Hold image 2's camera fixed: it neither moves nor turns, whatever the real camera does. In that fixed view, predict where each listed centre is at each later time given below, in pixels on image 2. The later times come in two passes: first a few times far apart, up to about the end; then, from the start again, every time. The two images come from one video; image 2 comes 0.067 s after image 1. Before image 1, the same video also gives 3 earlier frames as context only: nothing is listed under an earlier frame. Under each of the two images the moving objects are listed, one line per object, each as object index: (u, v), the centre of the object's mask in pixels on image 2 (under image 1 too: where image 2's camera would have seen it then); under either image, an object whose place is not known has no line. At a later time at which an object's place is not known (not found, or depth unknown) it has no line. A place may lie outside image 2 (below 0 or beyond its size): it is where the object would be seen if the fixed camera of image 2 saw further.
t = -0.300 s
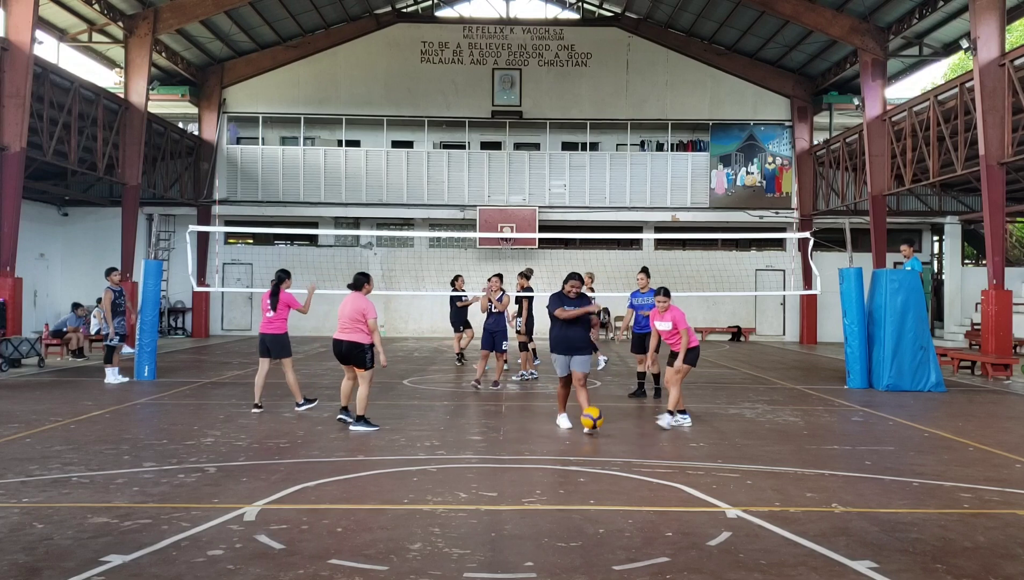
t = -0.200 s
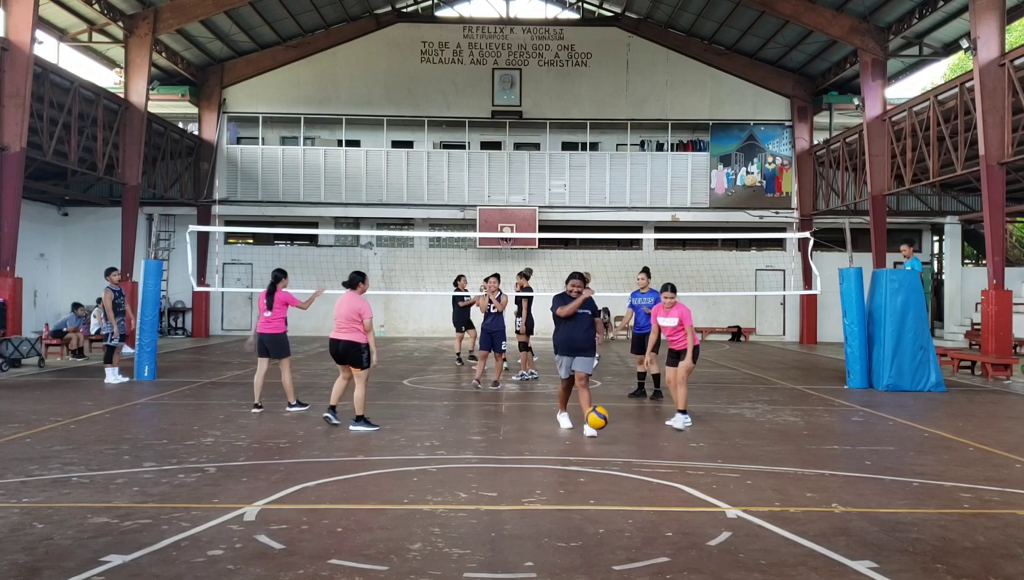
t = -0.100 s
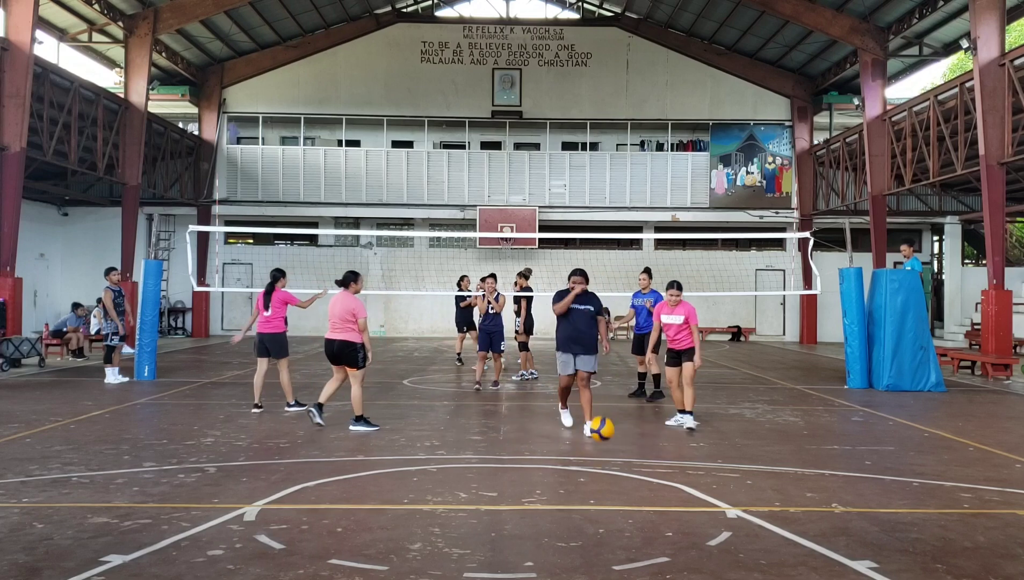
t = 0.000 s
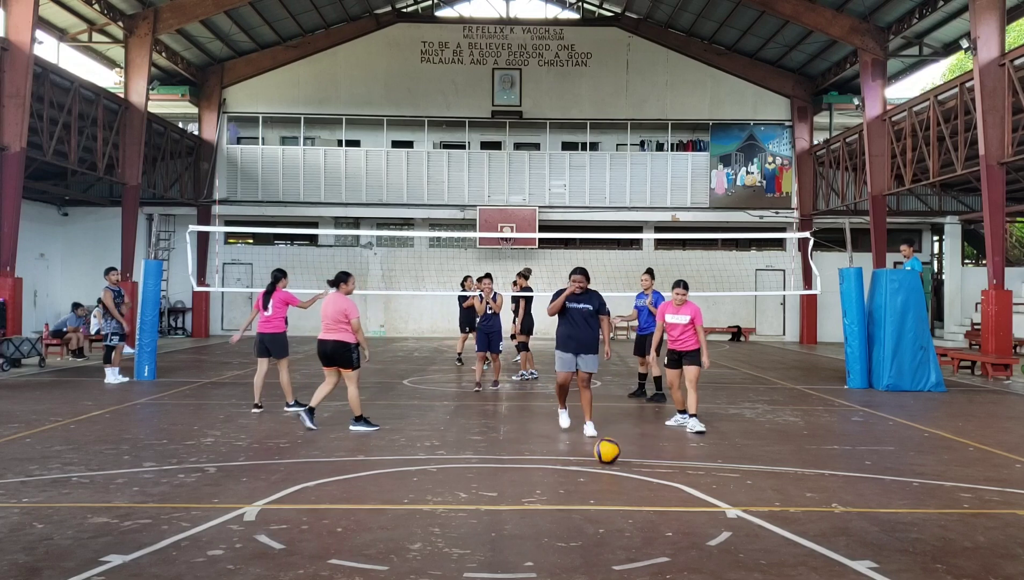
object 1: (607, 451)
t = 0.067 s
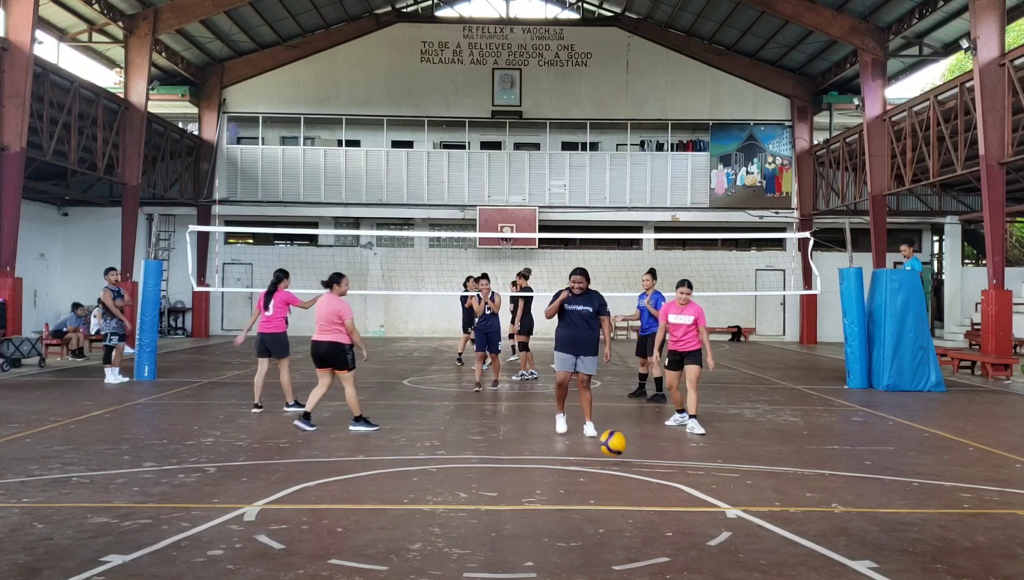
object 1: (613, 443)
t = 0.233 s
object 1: (627, 446)
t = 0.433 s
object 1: (647, 462)
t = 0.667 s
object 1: (673, 486)
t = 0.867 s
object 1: (698, 502)
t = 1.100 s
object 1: (733, 520)
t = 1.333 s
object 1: (775, 540)
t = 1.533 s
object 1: (817, 563)
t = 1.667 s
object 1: (848, 572)
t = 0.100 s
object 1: (615, 441)
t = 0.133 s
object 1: (619, 440)
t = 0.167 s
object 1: (621, 441)
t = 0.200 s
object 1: (625, 443)
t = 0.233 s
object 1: (627, 446)
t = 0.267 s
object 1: (630, 451)
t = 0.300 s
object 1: (634, 458)
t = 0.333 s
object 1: (637, 467)
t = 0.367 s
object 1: (641, 467)
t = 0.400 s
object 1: (644, 463)
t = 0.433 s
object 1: (647, 462)
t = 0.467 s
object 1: (651, 462)
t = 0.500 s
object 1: (654, 463)
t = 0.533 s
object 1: (658, 466)
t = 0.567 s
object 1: (661, 471)
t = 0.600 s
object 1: (665, 478)
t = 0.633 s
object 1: (669, 486)
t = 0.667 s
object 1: (673, 486)
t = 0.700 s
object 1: (678, 484)
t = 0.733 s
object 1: (681, 483)
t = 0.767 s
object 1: (685, 485)
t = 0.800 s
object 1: (690, 489)
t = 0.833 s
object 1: (694, 493)
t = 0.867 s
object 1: (698, 502)
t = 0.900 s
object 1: (703, 503)
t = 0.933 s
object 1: (708, 502)
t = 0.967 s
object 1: (713, 503)
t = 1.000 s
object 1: (718, 506)
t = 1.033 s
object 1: (723, 512)
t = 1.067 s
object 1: (728, 520)
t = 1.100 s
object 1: (733, 520)
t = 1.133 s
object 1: (739, 520)
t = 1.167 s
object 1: (744, 522)
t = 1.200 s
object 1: (750, 526)
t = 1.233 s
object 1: (756, 533)
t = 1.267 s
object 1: (763, 538)
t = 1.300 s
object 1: (768, 538)
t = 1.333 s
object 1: (775, 540)
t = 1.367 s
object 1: (780, 545)
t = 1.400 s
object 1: (788, 551)
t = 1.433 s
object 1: (795, 558)
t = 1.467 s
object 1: (801, 558)
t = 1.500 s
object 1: (808, 560)
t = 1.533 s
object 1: (817, 563)
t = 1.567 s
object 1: (825, 567)
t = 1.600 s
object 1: (831, 568)
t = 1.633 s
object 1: (839, 569)
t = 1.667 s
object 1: (848, 572)
